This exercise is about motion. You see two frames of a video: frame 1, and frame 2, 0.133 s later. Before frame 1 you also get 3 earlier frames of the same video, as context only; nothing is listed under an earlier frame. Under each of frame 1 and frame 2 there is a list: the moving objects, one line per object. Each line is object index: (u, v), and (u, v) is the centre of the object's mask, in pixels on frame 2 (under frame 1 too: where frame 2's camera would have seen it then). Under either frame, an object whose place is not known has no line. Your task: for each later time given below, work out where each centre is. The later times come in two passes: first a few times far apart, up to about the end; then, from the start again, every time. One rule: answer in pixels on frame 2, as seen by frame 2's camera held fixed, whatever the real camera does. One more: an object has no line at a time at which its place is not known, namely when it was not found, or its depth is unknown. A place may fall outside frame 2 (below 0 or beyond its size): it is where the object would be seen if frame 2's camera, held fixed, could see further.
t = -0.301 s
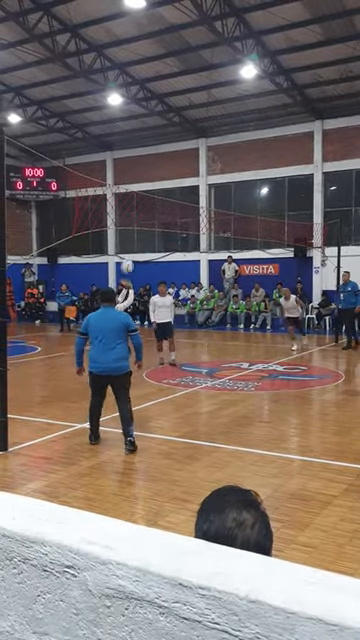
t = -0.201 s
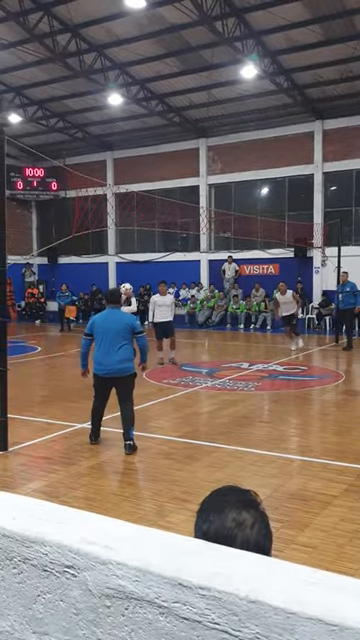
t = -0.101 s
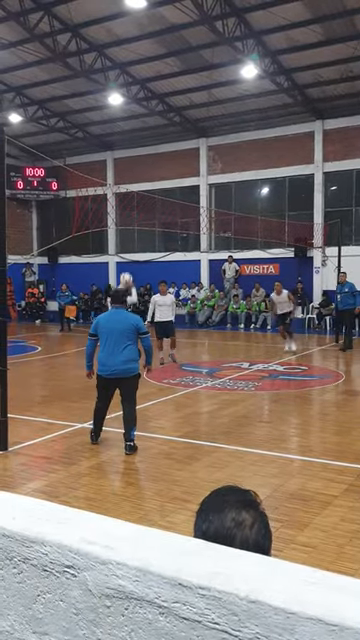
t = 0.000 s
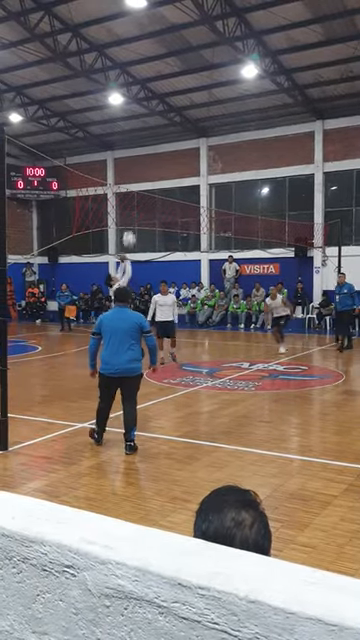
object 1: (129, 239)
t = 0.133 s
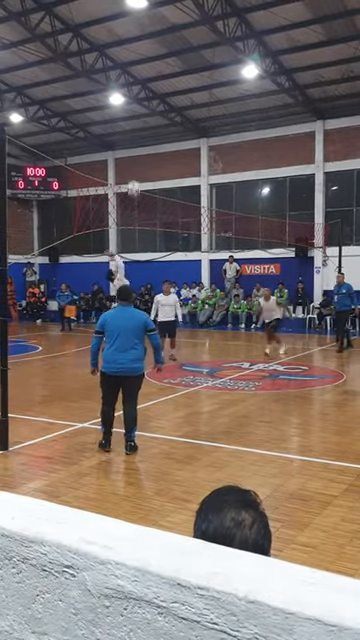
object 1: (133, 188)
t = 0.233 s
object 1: (136, 157)
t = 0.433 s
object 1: (144, 111)
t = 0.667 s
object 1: (153, 88)
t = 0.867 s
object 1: (162, 94)
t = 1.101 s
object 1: (172, 132)
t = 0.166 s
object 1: (134, 176)
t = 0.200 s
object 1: (135, 166)
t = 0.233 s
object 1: (136, 157)
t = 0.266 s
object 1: (138, 146)
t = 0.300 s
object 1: (139, 139)
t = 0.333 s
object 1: (140, 131)
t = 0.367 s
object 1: (141, 123)
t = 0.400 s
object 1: (143, 117)
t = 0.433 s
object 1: (144, 111)
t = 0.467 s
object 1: (145, 105)
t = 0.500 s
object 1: (146, 100)
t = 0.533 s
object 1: (148, 97)
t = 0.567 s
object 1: (149, 94)
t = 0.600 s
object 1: (150, 91)
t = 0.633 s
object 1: (152, 89)
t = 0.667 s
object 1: (153, 88)
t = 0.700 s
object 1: (154, 87)
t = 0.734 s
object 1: (156, 87)
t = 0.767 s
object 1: (157, 88)
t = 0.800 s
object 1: (159, 89)
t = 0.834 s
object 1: (160, 91)
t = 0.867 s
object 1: (162, 94)
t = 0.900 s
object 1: (163, 98)
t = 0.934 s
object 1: (164, 102)
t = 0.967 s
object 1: (166, 106)
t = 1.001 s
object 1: (167, 111)
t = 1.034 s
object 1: (169, 118)
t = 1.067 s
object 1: (170, 125)
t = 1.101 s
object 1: (172, 132)
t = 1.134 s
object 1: (173, 139)
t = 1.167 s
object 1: (175, 150)
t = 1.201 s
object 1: (176, 159)
